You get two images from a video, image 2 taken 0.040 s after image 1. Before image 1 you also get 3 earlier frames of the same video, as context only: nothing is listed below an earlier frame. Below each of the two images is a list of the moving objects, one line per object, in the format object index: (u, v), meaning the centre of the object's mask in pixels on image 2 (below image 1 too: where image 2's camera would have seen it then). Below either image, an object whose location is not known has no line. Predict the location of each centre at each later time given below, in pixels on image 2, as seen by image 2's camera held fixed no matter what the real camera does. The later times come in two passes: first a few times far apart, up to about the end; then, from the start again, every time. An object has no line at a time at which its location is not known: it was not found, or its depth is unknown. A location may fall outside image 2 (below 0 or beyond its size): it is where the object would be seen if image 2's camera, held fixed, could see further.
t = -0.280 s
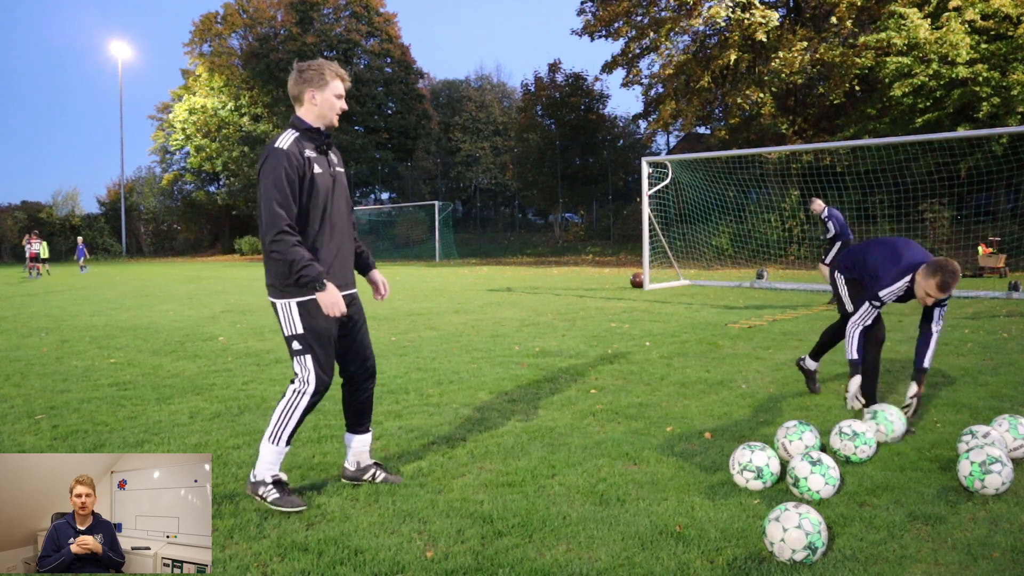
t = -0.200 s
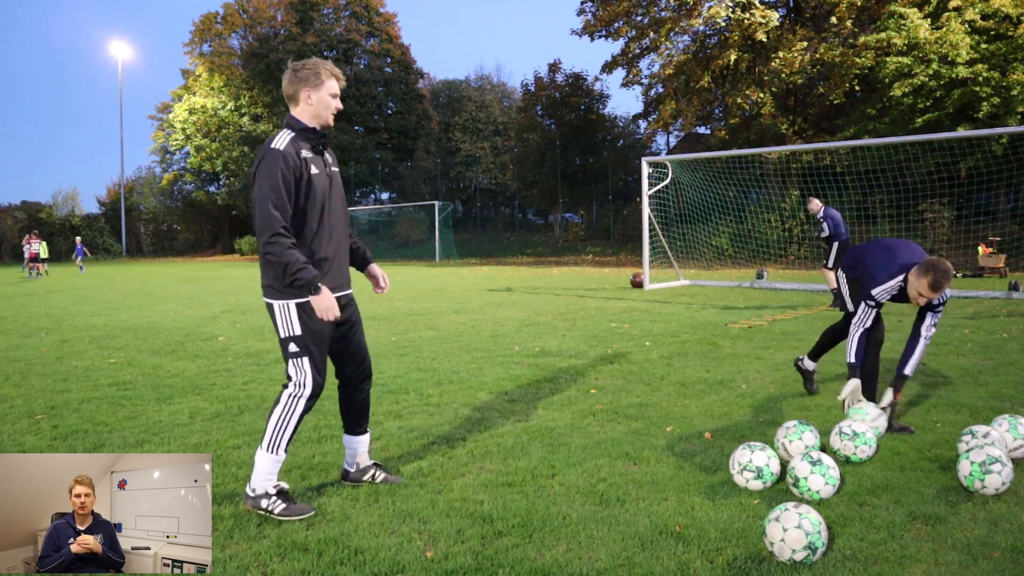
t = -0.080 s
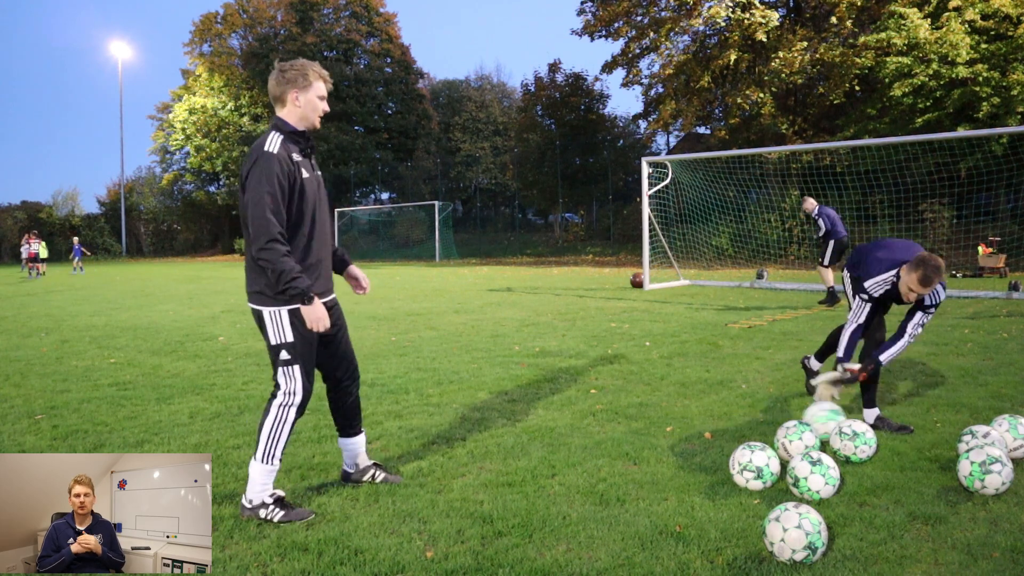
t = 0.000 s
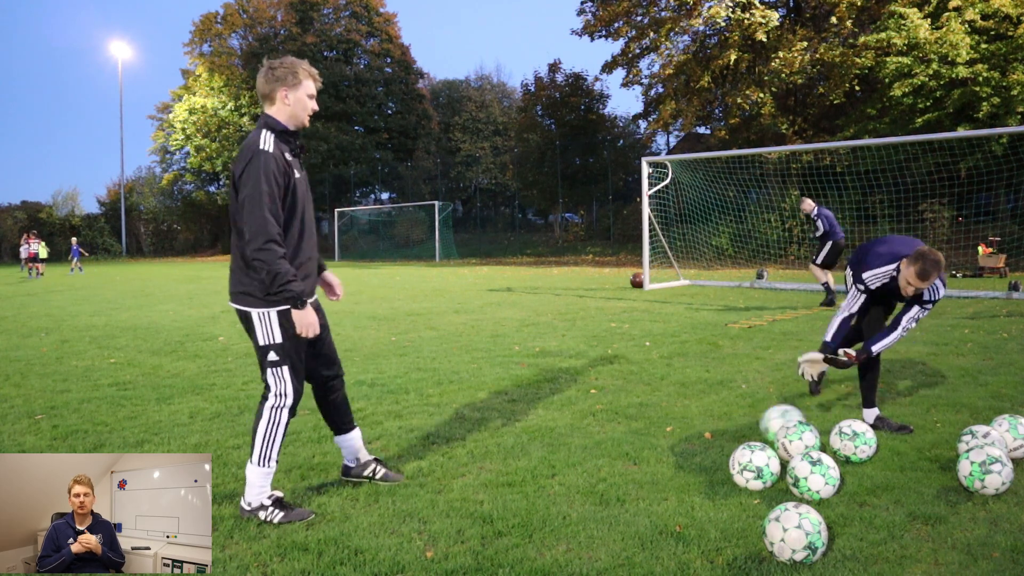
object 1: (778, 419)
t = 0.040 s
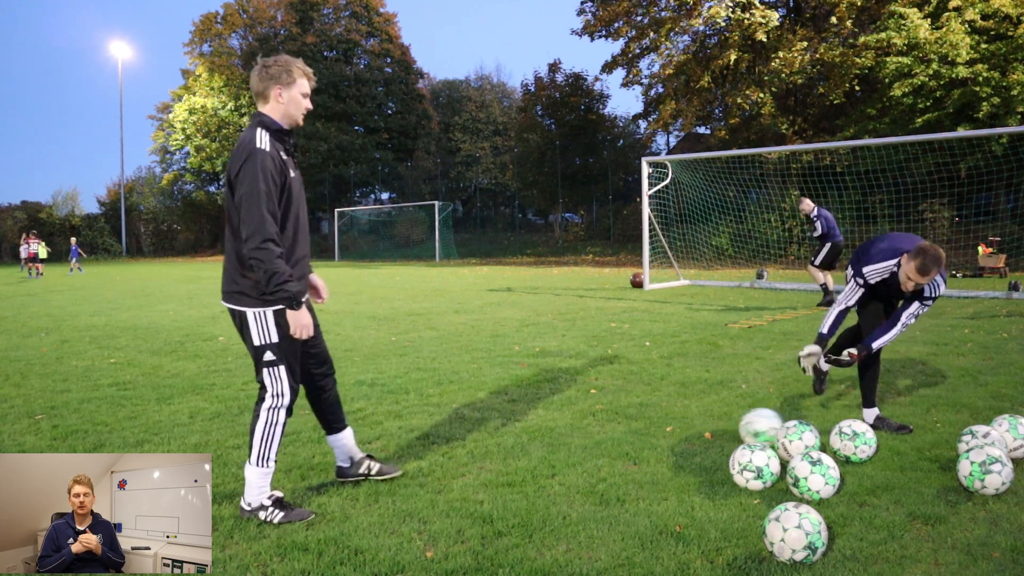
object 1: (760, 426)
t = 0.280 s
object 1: (645, 435)
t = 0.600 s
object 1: (493, 443)
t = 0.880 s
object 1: (369, 448)
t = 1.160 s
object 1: (260, 450)
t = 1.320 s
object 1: (209, 446)
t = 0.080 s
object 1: (742, 426)
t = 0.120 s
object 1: (723, 428)
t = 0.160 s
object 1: (704, 431)
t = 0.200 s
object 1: (684, 433)
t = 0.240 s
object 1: (665, 434)
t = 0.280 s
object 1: (645, 435)
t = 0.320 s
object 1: (625, 435)
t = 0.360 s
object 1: (606, 435)
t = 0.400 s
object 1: (587, 437)
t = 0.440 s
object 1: (567, 440)
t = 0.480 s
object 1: (549, 441)
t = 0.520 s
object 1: (529, 439)
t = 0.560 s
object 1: (511, 440)
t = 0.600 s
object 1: (493, 443)
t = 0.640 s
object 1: (475, 443)
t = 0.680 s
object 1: (456, 444)
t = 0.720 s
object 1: (438, 446)
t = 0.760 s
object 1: (420, 446)
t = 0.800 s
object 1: (403, 444)
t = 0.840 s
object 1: (386, 445)
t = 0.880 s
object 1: (369, 448)
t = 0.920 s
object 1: (353, 449)
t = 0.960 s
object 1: (337, 448)
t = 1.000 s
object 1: (321, 448)
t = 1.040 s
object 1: (306, 448)
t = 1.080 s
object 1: (290, 449)
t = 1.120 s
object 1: (275, 450)
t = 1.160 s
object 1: (260, 450)
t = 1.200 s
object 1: (245, 451)
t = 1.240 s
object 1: (232, 451)
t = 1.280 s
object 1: (221, 448)
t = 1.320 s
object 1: (209, 446)
